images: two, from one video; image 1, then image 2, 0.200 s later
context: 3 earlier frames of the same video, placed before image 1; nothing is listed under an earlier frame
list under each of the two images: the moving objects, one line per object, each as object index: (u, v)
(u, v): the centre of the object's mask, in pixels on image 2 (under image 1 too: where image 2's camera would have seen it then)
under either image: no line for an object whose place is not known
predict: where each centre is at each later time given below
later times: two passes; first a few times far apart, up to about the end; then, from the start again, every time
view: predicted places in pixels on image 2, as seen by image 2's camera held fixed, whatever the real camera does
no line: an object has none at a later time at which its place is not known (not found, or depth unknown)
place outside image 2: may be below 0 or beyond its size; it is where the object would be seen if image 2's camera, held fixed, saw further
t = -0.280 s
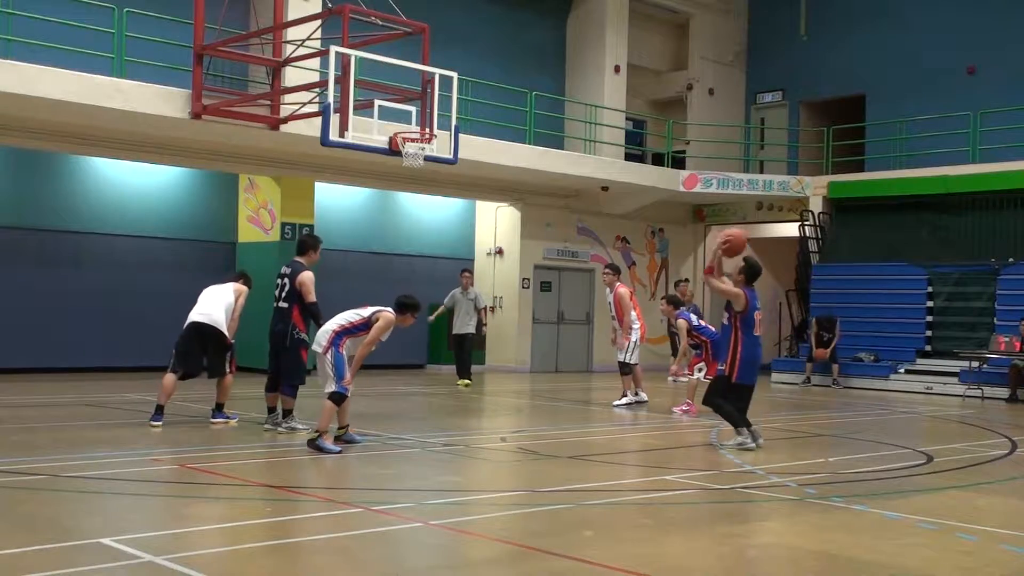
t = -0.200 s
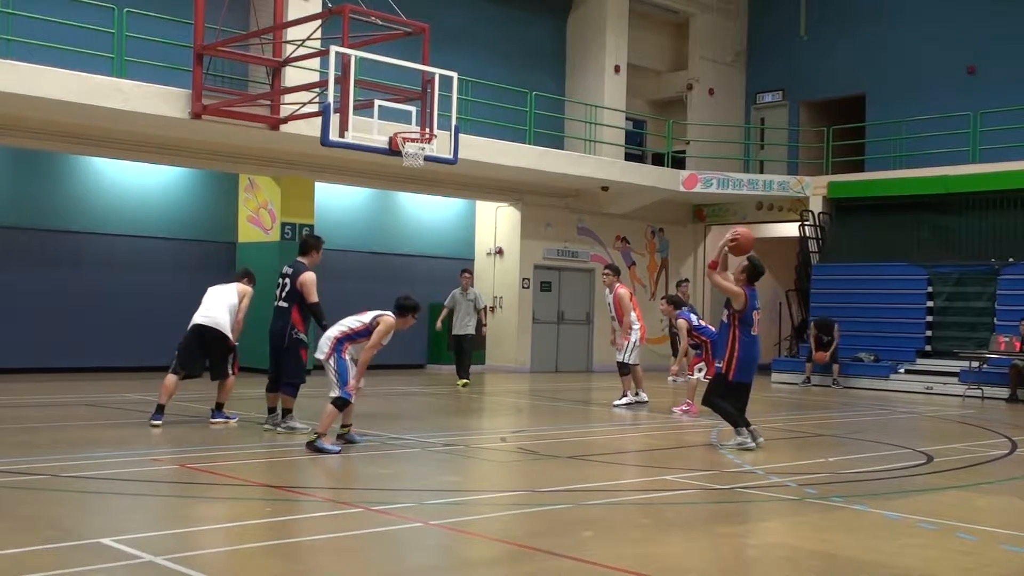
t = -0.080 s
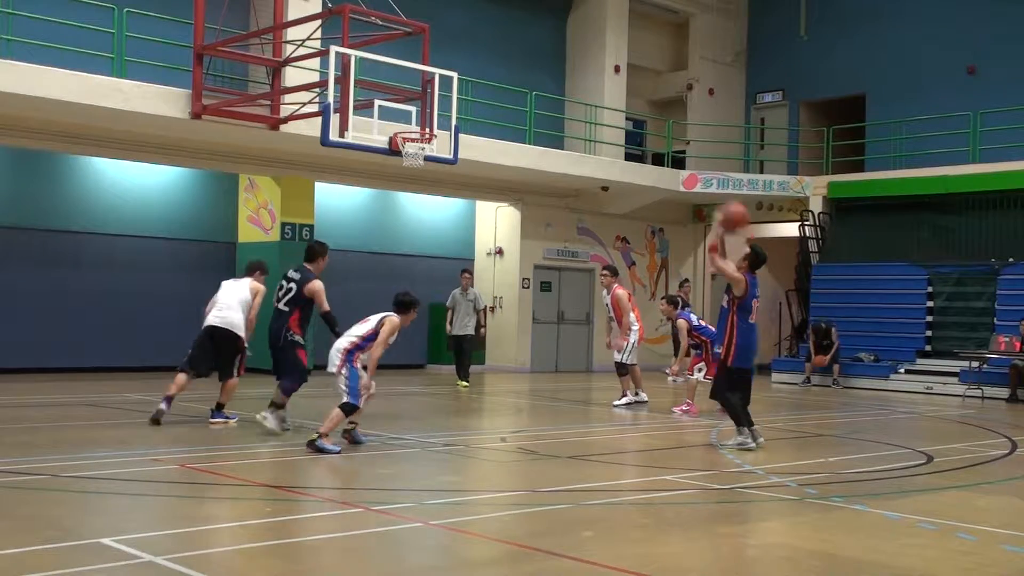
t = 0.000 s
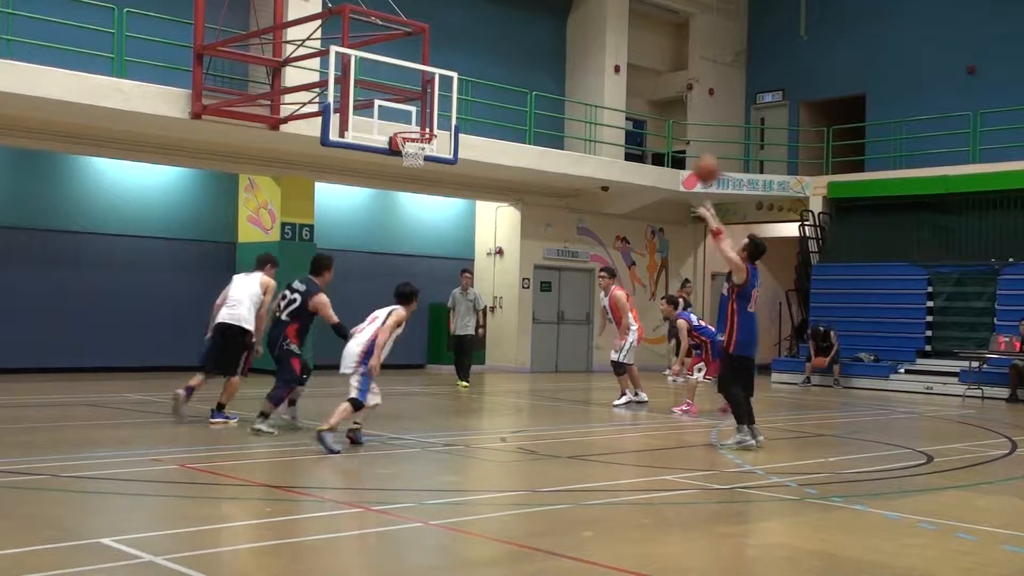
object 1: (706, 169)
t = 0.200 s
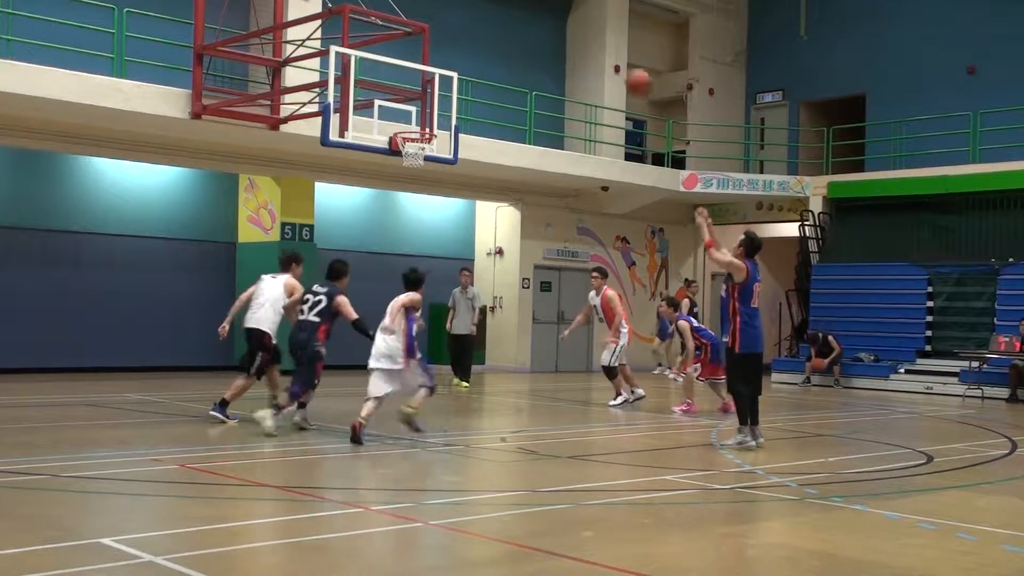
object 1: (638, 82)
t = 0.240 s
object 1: (626, 71)
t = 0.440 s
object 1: (564, 39)
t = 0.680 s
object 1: (499, 52)
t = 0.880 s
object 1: (448, 102)
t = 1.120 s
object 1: (400, 119)
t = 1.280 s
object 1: (400, 104)
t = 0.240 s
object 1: (626, 71)
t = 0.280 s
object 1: (613, 61)
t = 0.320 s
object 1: (601, 53)
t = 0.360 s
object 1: (588, 47)
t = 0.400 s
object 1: (576, 42)
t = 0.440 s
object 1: (564, 39)
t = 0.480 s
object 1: (552, 37)
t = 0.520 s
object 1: (542, 38)
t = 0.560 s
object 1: (531, 39)
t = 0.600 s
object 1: (519, 43)
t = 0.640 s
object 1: (509, 47)
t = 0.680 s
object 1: (499, 52)
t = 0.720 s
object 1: (489, 59)
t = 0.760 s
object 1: (479, 68)
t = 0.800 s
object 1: (468, 79)
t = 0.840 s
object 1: (459, 90)
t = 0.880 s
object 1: (448, 102)
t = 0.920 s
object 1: (439, 115)
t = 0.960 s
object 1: (429, 126)
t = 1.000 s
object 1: (421, 124)
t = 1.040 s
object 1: (413, 124)
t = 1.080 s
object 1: (404, 123)
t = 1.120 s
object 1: (400, 119)
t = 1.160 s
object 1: (401, 113)
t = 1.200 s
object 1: (401, 108)
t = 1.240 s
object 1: (401, 106)
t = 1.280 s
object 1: (400, 104)
